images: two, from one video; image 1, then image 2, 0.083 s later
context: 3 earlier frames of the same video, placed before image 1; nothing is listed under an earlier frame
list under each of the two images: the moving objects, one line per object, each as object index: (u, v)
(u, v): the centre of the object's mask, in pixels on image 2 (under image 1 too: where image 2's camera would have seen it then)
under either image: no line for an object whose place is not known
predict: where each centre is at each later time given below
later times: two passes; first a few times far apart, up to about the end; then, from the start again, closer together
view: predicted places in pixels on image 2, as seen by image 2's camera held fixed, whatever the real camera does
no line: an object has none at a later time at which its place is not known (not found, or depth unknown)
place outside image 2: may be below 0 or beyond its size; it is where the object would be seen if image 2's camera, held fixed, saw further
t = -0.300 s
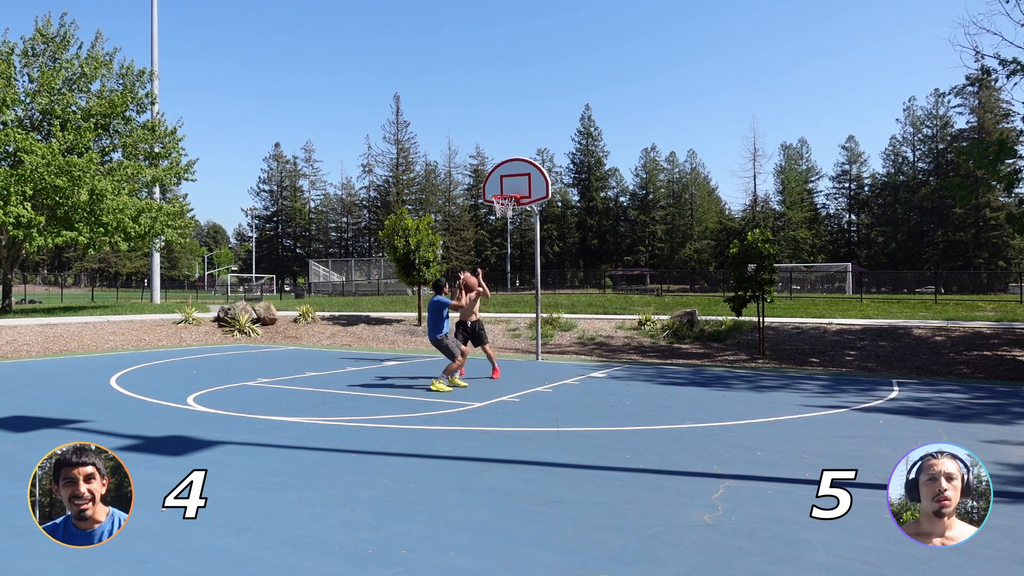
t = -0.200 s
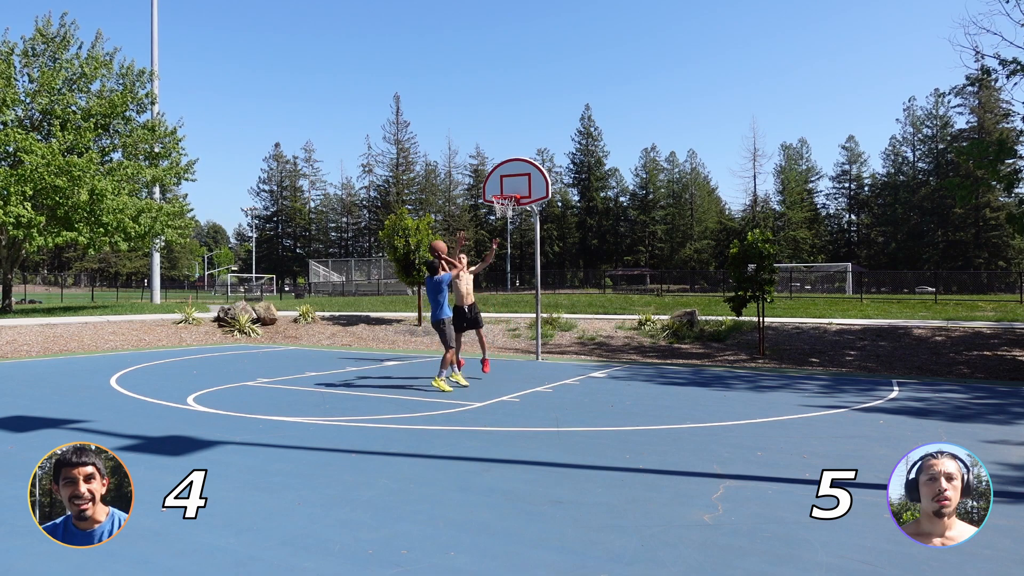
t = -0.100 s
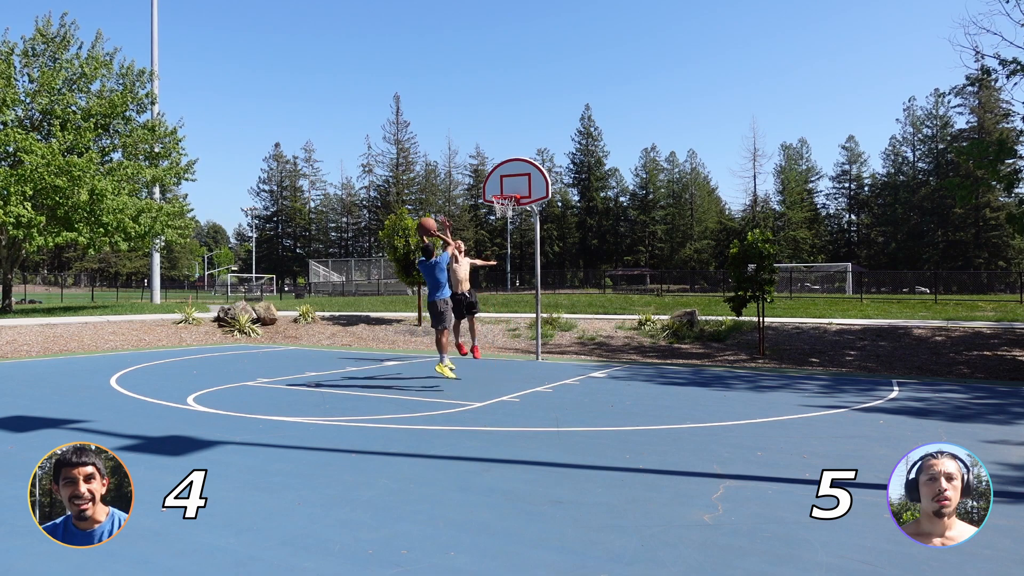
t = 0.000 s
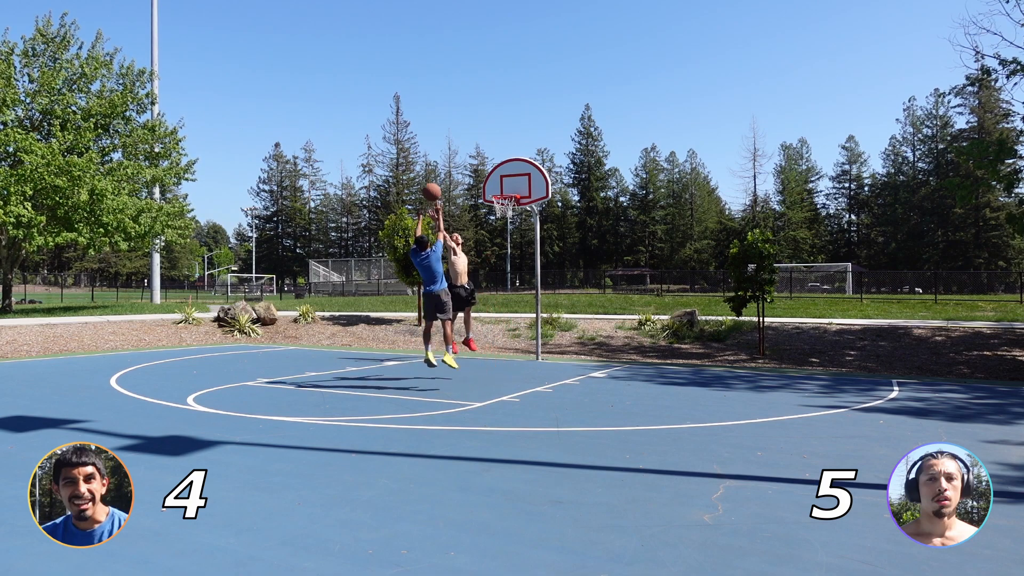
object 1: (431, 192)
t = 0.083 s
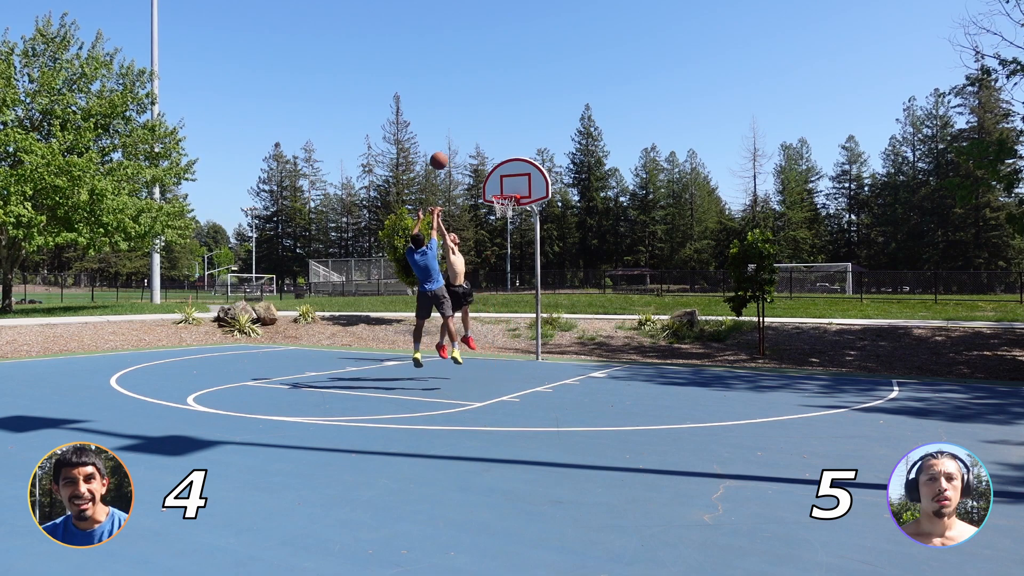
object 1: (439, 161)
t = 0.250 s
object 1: (452, 117)
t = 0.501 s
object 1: (470, 94)
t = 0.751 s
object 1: (485, 111)
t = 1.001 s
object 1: (498, 161)
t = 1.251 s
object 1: (505, 212)
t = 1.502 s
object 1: (504, 239)
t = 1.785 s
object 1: (502, 310)
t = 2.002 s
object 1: (498, 334)
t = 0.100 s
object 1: (440, 155)
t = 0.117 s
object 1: (442, 150)
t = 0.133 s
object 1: (443, 145)
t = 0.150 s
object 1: (444, 140)
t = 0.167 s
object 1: (445, 136)
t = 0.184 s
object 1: (447, 132)
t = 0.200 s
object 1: (448, 128)
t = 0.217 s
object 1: (449, 124)
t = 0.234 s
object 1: (451, 120)
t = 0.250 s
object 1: (452, 117)
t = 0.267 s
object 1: (453, 114)
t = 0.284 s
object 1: (455, 111)
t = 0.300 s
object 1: (456, 109)
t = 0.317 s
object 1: (457, 106)
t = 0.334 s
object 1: (458, 104)
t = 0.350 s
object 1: (459, 102)
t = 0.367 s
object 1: (461, 100)
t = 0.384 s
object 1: (462, 99)
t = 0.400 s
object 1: (463, 98)
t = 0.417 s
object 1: (464, 96)
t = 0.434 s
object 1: (465, 95)
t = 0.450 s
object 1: (466, 95)
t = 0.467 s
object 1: (468, 94)
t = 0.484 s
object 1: (469, 94)
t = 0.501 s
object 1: (470, 94)
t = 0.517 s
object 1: (471, 94)
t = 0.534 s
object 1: (472, 94)
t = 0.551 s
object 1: (473, 94)
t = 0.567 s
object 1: (474, 95)
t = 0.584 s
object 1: (475, 95)
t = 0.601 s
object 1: (476, 96)
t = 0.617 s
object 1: (477, 97)
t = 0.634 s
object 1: (478, 98)
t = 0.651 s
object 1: (479, 100)
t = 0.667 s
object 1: (480, 101)
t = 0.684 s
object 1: (481, 103)
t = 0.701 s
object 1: (482, 105)
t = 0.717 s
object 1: (483, 106)
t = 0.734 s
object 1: (484, 109)
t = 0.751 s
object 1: (485, 111)
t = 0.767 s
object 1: (486, 113)
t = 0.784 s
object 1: (487, 116)
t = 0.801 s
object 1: (488, 118)
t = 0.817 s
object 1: (489, 121)
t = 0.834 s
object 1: (490, 124)
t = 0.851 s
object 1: (491, 127)
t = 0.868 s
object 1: (492, 131)
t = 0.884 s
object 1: (492, 134)
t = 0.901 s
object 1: (493, 137)
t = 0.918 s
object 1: (494, 141)
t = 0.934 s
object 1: (495, 145)
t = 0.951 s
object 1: (496, 149)
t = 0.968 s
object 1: (497, 153)
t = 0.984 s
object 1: (497, 157)
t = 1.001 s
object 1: (498, 161)
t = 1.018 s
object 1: (499, 166)
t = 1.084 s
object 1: (502, 184)
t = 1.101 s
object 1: (503, 189)
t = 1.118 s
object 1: (504, 194)
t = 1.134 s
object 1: (504, 200)
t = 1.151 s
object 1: (504, 203)
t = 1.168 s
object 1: (504, 206)
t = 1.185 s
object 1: (505, 211)
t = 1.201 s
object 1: (504, 211)
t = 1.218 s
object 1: (504, 212)
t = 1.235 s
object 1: (505, 212)
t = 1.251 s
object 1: (505, 212)
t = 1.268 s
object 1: (505, 212)
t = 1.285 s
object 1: (505, 213)
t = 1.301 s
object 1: (505, 214)
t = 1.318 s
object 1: (505, 215)
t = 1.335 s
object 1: (505, 216)
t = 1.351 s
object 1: (505, 218)
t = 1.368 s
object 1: (505, 219)
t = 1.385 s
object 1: (505, 222)
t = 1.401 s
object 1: (504, 224)
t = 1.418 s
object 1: (504, 226)
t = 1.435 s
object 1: (504, 228)
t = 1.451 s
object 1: (504, 231)
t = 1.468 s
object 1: (503, 233)
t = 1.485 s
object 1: (504, 236)
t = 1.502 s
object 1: (504, 239)
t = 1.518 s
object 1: (503, 242)
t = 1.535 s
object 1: (503, 245)
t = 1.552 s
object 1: (503, 249)
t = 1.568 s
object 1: (503, 252)
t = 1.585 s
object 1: (503, 256)
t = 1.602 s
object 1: (503, 259)
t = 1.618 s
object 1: (502, 263)
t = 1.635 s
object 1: (502, 267)
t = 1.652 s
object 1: (502, 271)
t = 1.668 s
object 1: (502, 276)
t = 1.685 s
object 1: (502, 280)
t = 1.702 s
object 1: (502, 285)
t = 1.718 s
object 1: (502, 289)
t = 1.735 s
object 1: (502, 294)
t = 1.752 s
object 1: (502, 299)
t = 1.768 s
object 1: (502, 305)
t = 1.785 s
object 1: (502, 310)
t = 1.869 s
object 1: (501, 339)
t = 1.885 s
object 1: (501, 346)
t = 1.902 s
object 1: (501, 352)
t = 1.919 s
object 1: (501, 357)
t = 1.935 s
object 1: (500, 353)
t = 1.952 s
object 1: (500, 348)
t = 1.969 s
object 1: (499, 344)
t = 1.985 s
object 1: (498, 339)
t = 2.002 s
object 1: (498, 334)
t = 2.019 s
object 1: (497, 330)
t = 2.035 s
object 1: (497, 325)
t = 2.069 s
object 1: (496, 317)
